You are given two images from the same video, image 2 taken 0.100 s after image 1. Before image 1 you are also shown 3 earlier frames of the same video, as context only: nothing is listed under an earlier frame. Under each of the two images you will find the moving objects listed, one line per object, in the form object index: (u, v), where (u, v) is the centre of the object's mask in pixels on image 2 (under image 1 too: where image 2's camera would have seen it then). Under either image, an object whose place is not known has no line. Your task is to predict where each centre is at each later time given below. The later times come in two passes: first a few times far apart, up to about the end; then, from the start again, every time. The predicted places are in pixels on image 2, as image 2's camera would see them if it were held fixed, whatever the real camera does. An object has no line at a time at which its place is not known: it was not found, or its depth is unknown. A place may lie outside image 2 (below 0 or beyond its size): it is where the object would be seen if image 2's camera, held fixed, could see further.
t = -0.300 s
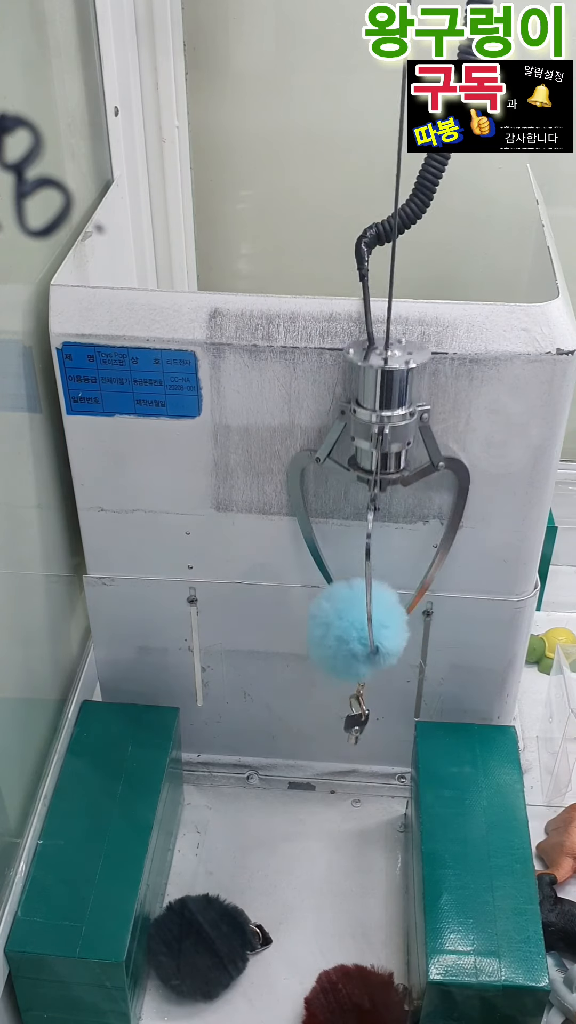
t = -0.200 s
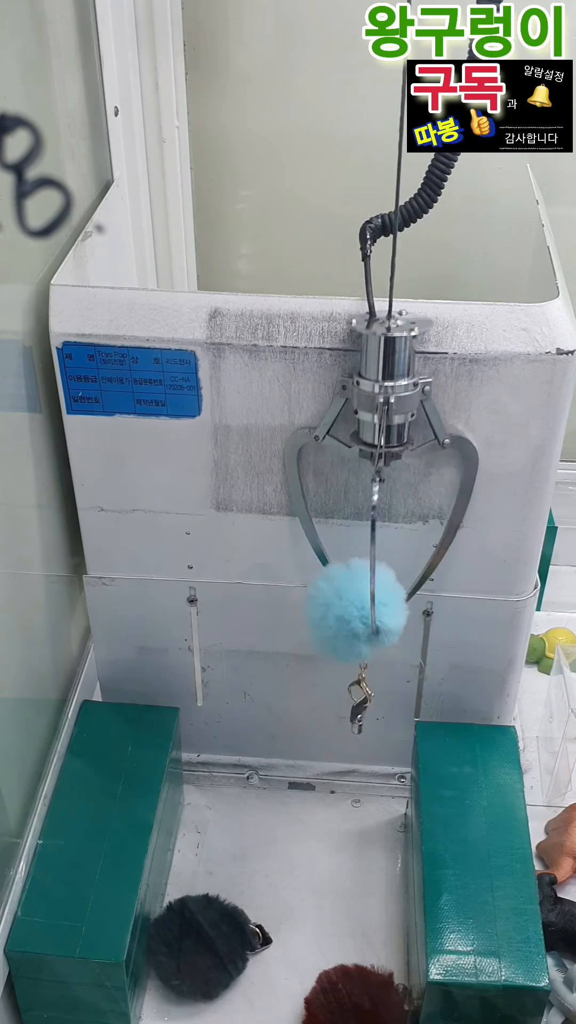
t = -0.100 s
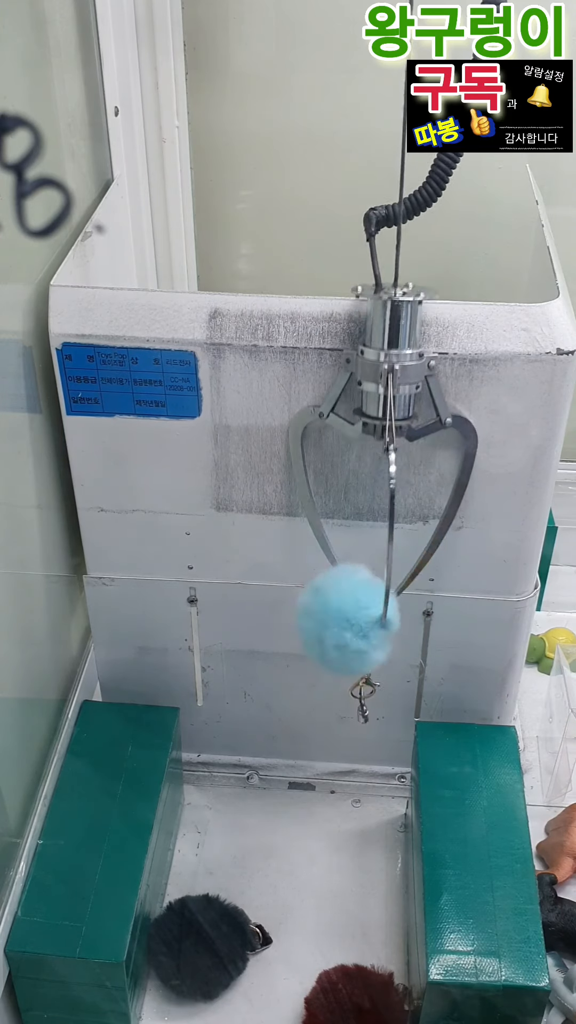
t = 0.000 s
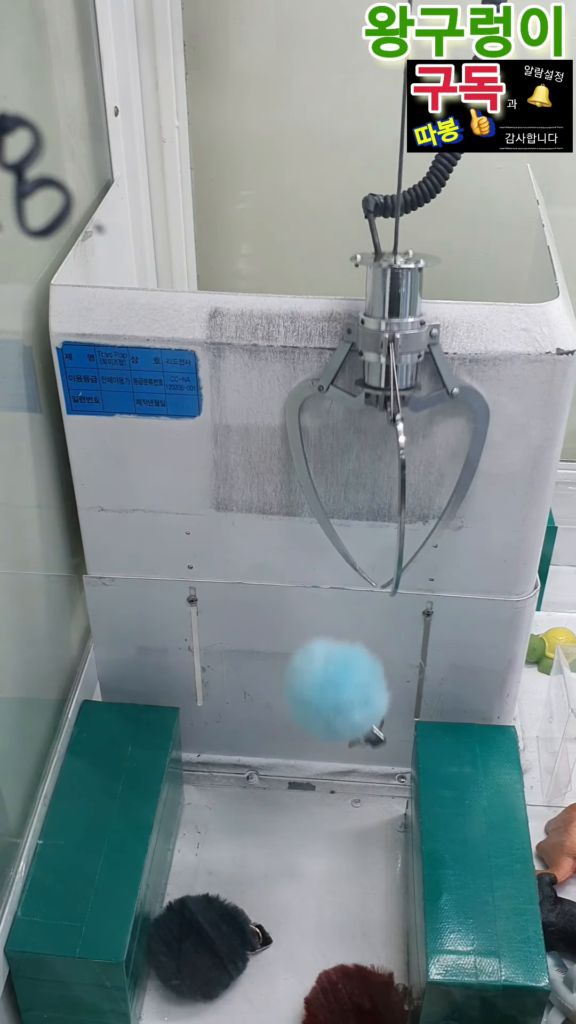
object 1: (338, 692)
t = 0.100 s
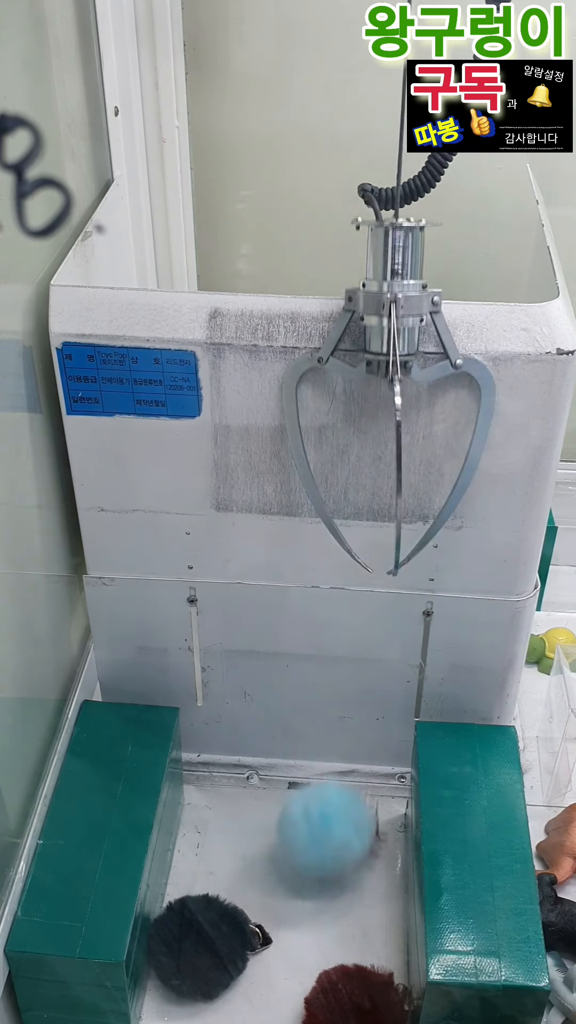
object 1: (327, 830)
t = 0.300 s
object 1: (349, 872)
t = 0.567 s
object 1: (358, 891)
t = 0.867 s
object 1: (359, 892)
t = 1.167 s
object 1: (359, 892)
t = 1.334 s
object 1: (359, 893)
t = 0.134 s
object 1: (333, 858)
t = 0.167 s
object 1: (334, 852)
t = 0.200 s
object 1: (337, 852)
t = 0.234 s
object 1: (341, 857)
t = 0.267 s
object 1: (345, 870)
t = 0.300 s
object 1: (349, 872)
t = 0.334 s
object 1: (354, 872)
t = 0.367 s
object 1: (357, 876)
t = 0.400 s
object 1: (356, 883)
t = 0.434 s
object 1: (355, 885)
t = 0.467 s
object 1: (356, 888)
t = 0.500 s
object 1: (356, 889)
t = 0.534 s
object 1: (358, 890)
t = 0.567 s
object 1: (358, 891)
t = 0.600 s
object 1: (359, 892)
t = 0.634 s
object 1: (359, 892)
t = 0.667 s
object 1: (359, 893)
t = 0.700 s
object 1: (359, 891)
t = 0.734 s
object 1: (359, 893)
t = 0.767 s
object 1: (359, 892)
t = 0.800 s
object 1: (359, 892)
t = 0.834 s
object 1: (359, 893)
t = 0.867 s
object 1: (359, 892)
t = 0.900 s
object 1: (359, 892)
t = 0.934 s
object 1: (359, 892)
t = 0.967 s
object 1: (359, 892)
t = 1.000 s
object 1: (359, 892)
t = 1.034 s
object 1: (359, 893)
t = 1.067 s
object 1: (359, 892)
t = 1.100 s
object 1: (359, 893)
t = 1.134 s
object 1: (359, 893)
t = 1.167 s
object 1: (359, 892)
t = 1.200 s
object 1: (359, 892)
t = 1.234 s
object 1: (359, 892)
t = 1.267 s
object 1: (359, 893)
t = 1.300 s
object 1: (359, 892)
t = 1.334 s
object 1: (359, 893)
